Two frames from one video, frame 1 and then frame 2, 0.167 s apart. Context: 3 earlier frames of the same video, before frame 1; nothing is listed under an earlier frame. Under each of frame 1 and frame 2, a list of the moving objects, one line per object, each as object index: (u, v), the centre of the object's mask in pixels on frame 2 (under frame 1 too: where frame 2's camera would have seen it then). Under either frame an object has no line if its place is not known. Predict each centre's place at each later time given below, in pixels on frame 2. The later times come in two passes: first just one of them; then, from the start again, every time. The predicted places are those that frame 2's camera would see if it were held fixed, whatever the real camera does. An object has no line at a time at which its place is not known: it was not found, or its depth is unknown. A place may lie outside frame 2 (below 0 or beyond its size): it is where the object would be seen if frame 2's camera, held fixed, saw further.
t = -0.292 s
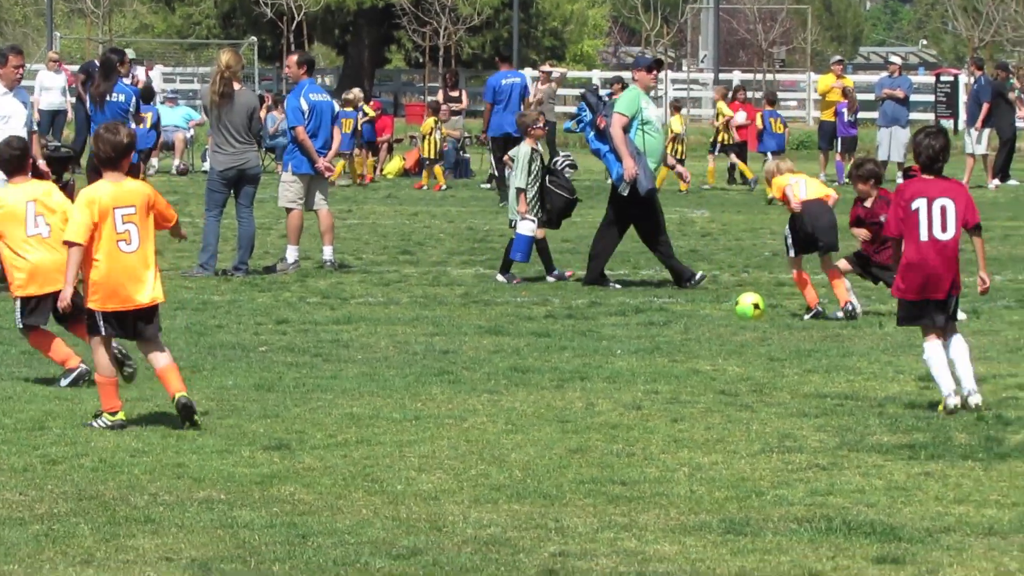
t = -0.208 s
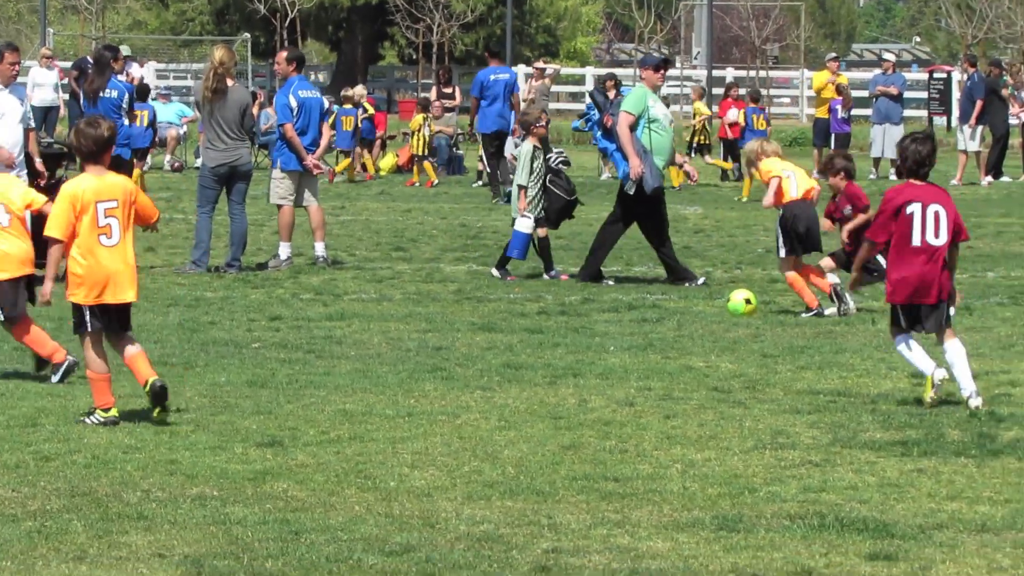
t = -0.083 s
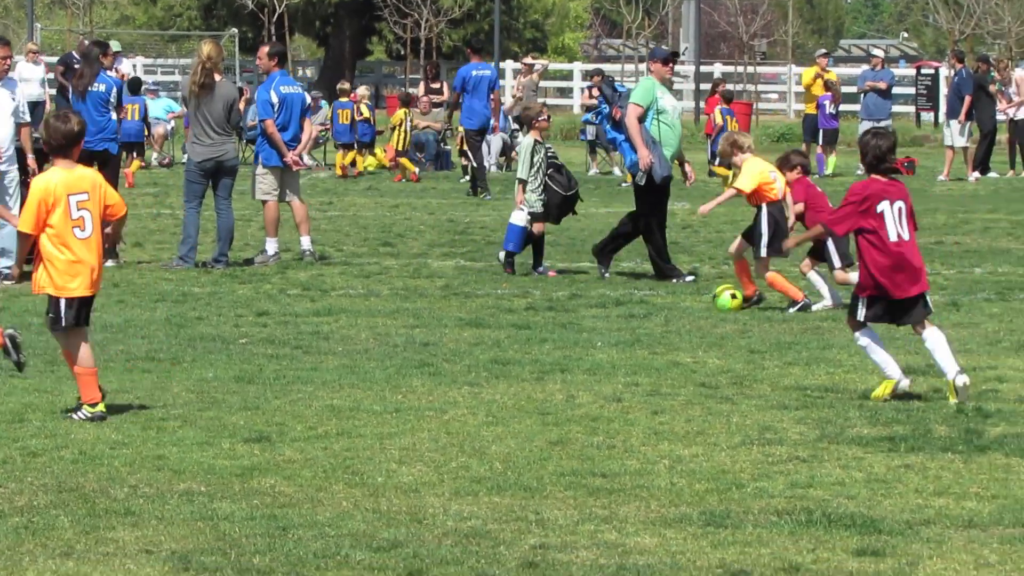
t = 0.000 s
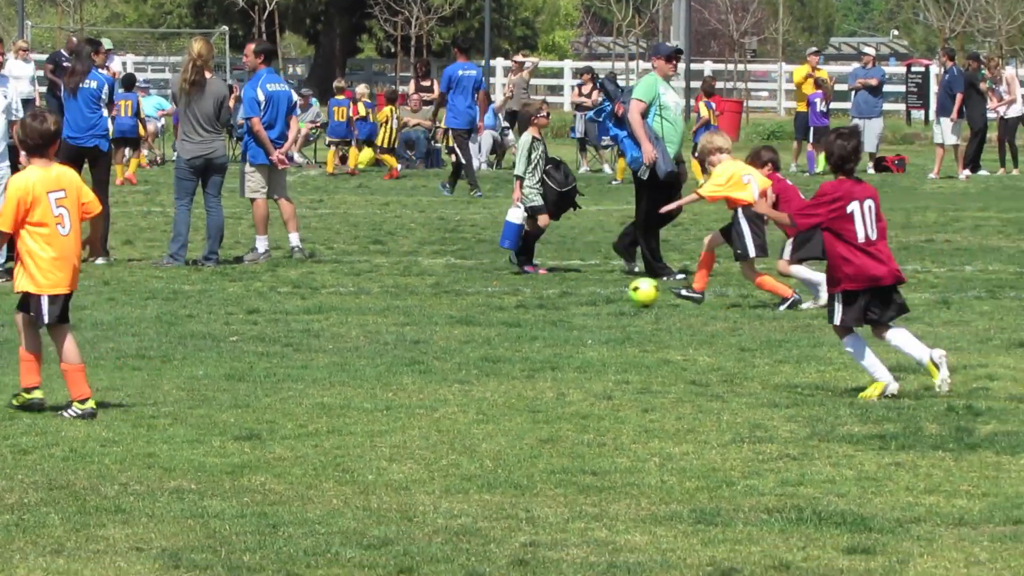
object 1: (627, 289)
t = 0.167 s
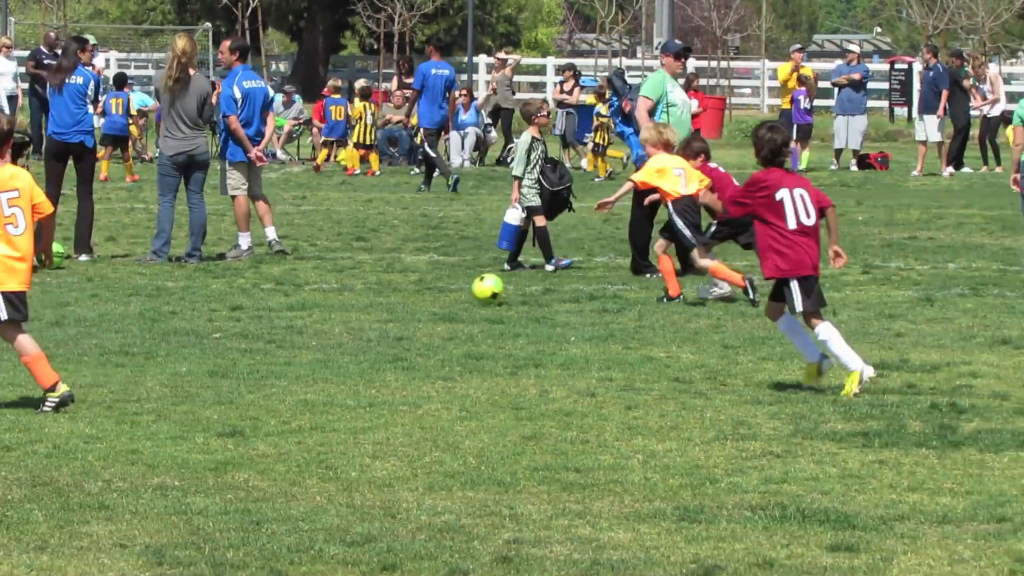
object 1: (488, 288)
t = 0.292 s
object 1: (401, 291)
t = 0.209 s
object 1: (458, 288)
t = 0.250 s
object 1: (429, 290)
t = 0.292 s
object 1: (401, 291)
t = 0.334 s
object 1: (376, 291)
